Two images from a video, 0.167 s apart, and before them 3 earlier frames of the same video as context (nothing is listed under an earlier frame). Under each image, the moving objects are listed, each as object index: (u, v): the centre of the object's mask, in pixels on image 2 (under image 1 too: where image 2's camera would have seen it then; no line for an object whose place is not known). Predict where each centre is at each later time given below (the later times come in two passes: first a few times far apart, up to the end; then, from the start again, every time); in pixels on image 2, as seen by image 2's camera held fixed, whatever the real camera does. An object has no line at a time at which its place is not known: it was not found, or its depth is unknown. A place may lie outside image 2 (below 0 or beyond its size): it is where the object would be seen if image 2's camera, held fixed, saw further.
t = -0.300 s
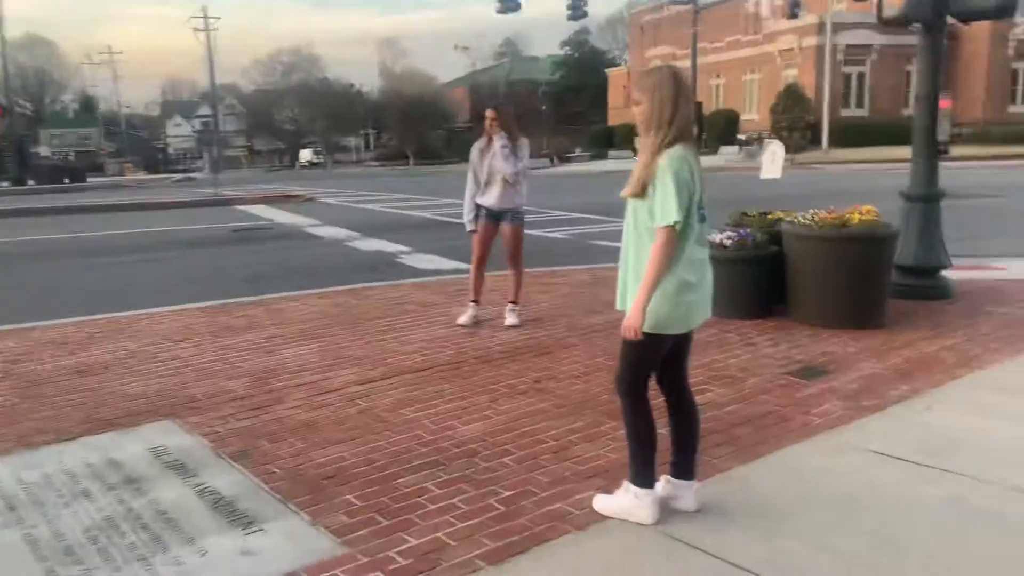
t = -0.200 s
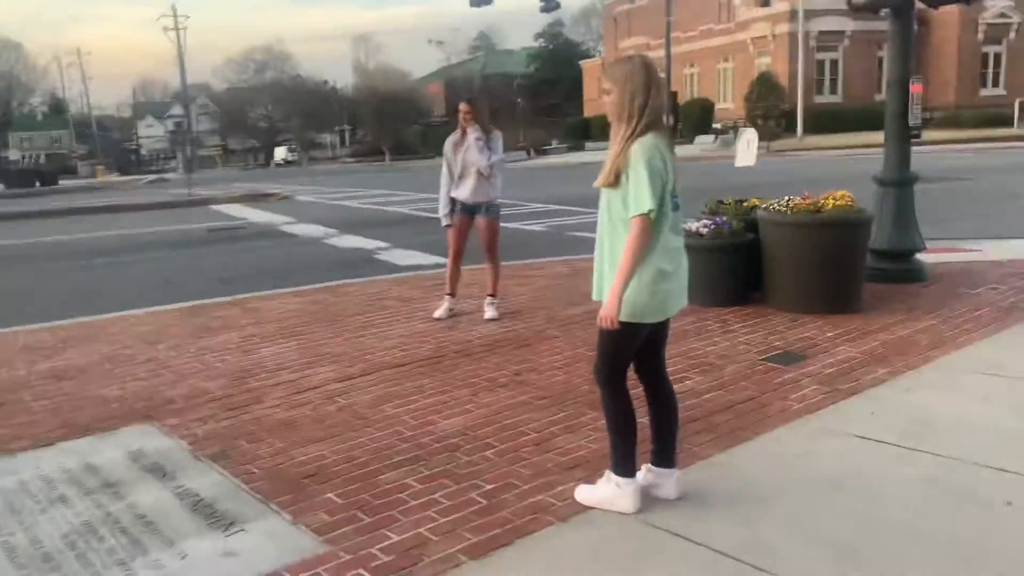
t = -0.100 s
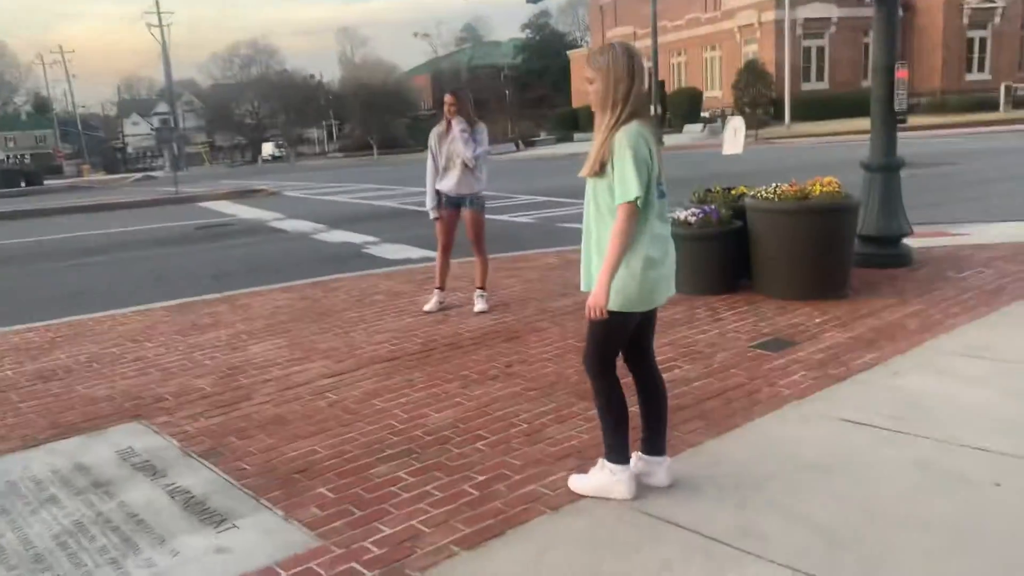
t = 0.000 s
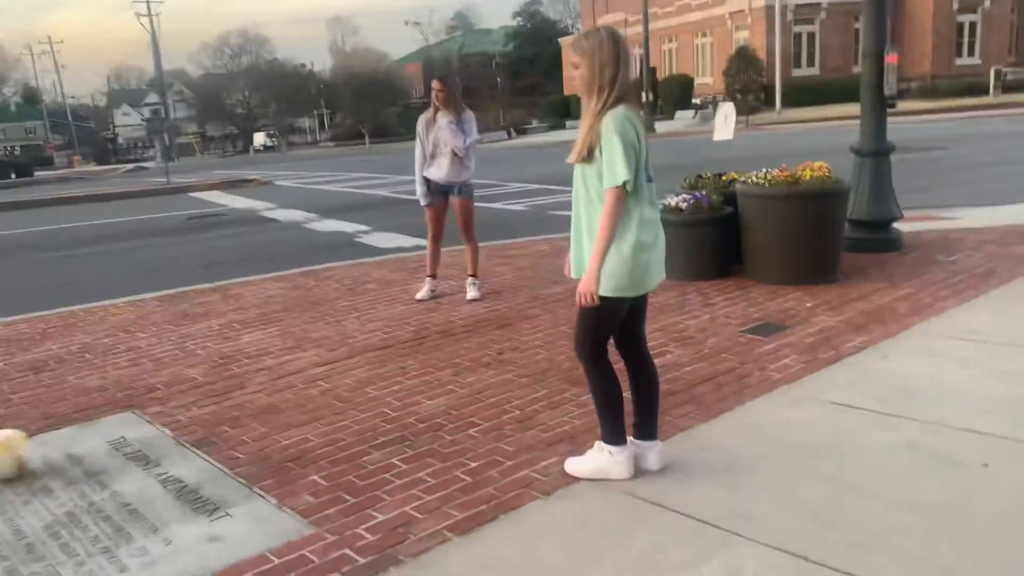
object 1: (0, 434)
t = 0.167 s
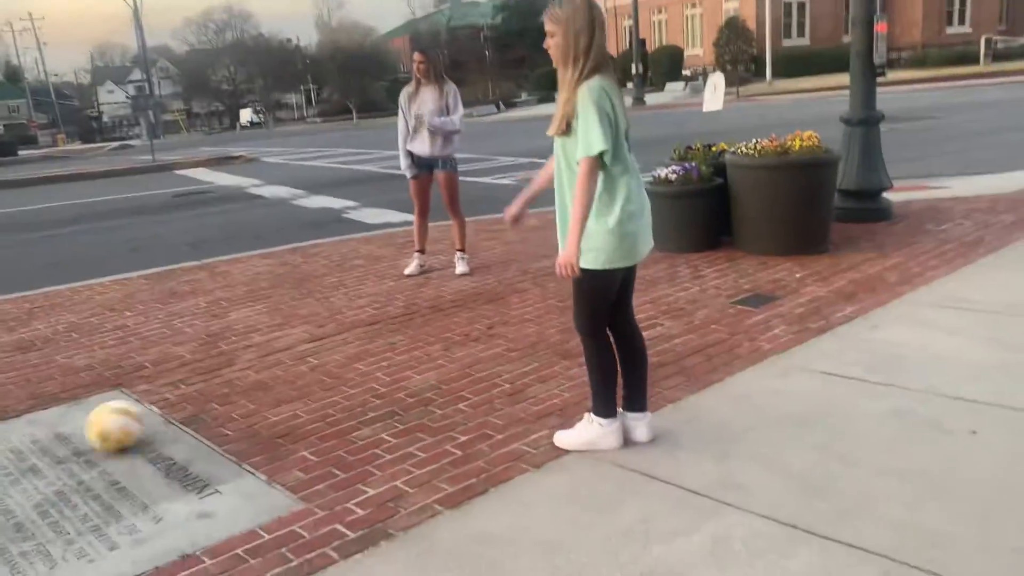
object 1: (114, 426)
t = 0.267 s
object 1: (188, 422)
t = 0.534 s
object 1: (377, 408)
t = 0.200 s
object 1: (139, 424)
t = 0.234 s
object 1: (163, 422)
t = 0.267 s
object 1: (188, 422)
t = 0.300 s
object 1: (212, 419)
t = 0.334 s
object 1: (236, 418)
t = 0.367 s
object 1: (259, 416)
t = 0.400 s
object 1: (282, 414)
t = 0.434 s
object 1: (305, 412)
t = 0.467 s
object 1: (329, 411)
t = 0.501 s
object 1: (353, 408)
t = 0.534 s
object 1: (377, 408)
